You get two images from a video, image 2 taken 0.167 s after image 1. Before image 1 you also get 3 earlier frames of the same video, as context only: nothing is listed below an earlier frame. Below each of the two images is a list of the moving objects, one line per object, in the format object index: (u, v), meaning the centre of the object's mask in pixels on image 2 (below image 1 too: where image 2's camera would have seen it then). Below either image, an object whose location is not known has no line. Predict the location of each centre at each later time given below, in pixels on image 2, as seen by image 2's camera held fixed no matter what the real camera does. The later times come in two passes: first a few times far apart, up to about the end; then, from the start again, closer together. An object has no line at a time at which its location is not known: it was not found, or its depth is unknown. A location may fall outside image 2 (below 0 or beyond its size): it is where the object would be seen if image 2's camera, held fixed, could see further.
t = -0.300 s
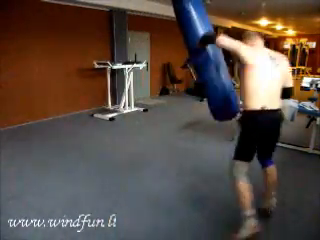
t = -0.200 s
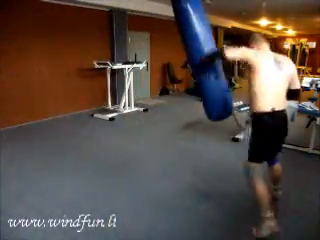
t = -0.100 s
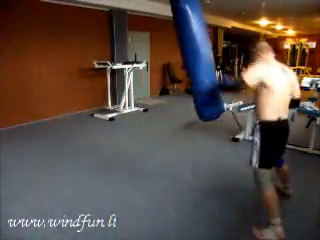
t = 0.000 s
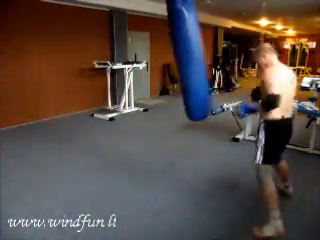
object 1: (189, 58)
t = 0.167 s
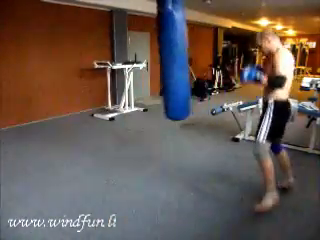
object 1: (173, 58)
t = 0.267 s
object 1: (163, 58)
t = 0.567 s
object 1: (136, 56)
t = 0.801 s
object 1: (126, 56)
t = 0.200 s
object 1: (170, 58)
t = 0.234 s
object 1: (167, 58)
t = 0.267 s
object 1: (163, 58)
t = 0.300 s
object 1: (160, 57)
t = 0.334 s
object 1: (157, 57)
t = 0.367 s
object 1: (154, 57)
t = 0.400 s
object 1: (151, 56)
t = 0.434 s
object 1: (148, 56)
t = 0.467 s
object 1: (145, 56)
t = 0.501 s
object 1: (142, 56)
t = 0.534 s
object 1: (139, 56)
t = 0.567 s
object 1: (136, 56)
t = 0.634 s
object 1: (132, 56)
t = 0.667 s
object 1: (130, 56)
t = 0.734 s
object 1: (128, 56)
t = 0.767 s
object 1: (127, 56)
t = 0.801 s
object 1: (126, 56)
